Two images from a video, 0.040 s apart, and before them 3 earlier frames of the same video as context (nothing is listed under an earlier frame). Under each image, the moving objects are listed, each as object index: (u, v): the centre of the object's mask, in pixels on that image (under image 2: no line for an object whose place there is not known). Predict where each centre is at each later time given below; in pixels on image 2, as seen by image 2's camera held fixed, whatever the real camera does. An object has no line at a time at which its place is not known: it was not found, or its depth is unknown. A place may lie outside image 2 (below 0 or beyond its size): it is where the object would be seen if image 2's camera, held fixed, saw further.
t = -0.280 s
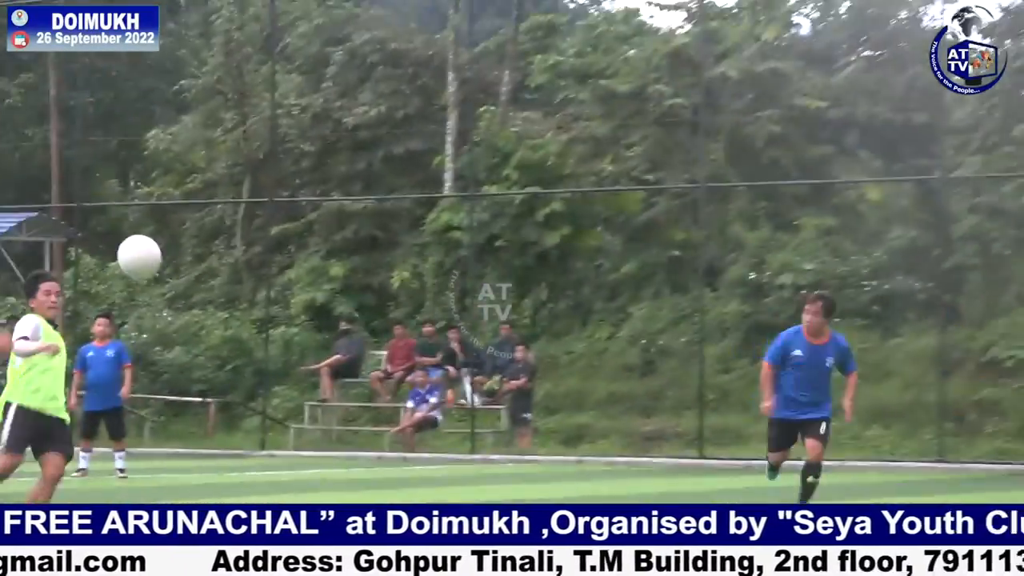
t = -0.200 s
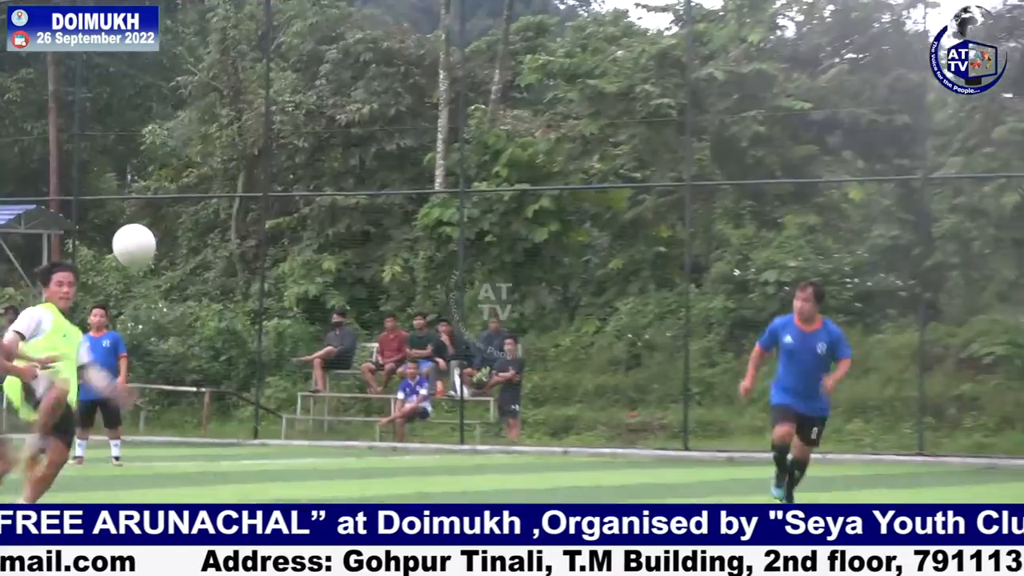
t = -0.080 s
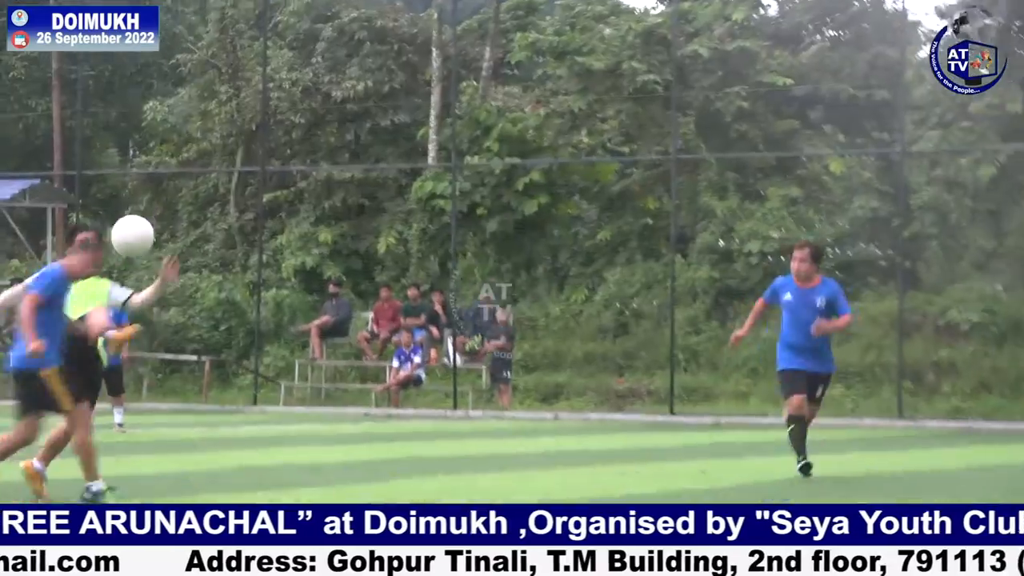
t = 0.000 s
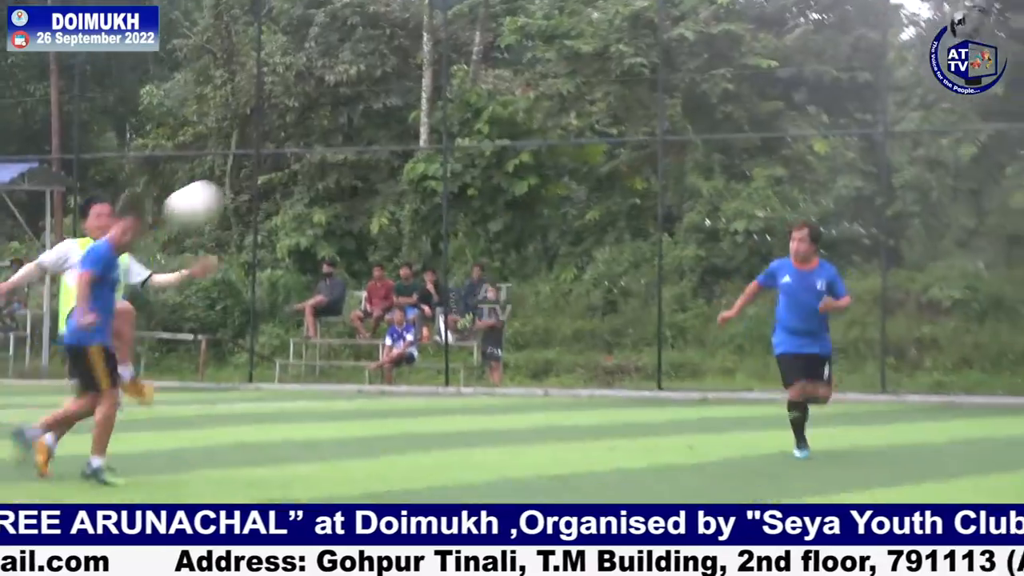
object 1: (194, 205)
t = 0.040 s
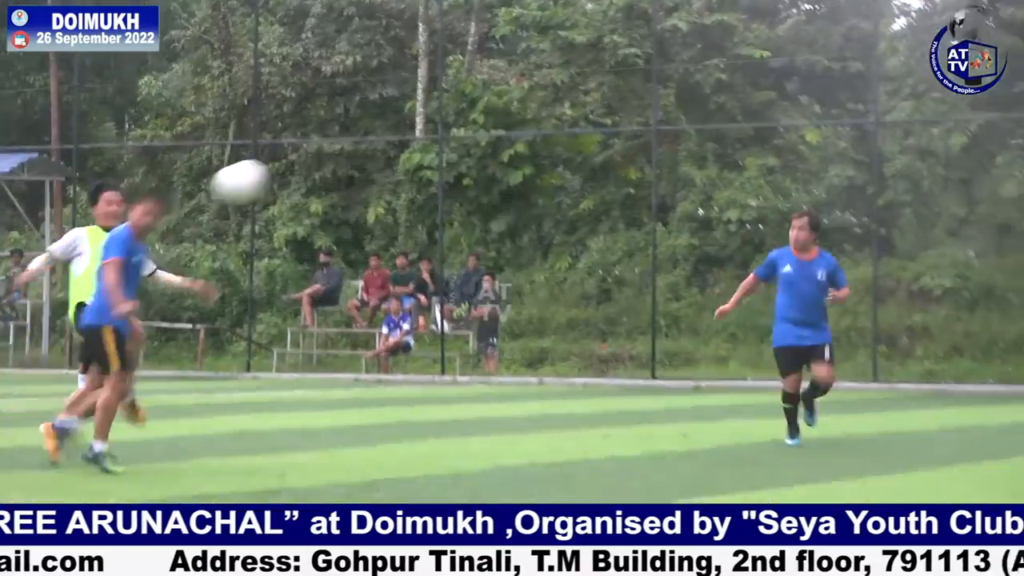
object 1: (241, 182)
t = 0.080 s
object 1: (287, 171)
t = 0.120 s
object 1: (336, 165)
